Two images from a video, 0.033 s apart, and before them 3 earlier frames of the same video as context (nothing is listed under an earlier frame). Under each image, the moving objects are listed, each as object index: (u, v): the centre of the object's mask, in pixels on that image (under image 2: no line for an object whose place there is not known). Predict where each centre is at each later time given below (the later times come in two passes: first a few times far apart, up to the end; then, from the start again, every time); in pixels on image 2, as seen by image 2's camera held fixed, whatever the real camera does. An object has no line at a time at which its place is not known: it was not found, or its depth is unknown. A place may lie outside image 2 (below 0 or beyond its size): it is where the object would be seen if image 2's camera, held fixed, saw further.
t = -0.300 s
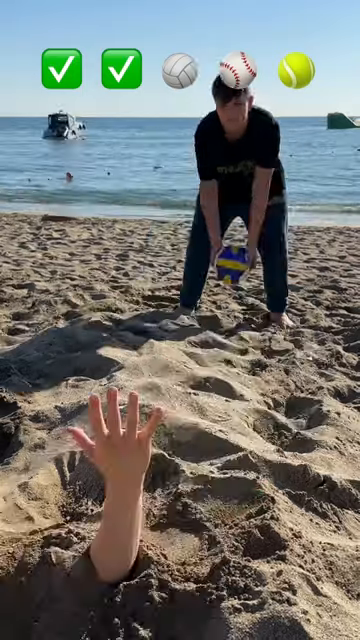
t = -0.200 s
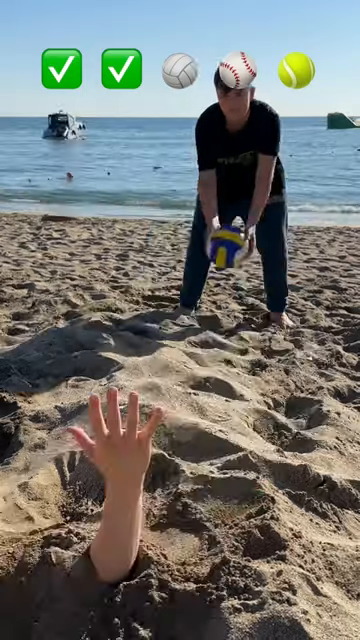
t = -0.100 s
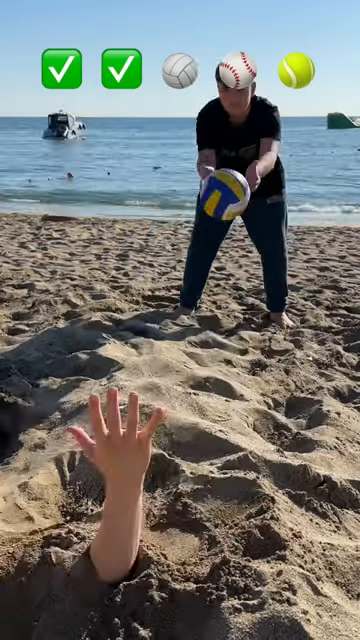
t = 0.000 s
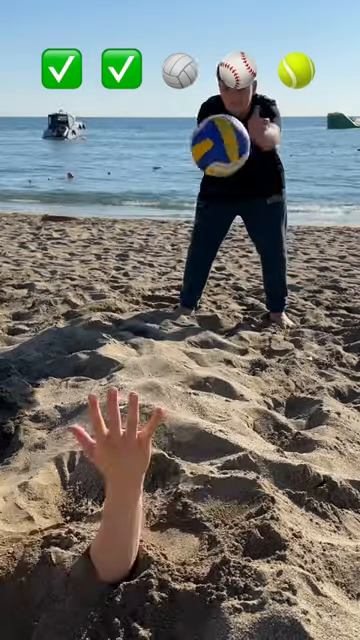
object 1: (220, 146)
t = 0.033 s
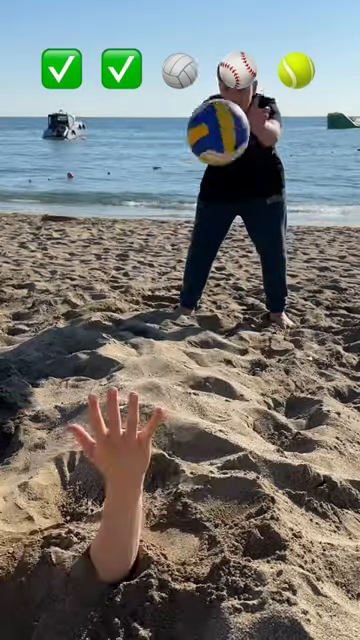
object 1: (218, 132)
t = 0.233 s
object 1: (197, 118)
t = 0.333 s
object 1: (173, 185)
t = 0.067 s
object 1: (216, 121)
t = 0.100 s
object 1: (212, 113)
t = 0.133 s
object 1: (209, 110)
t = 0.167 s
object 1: (206, 109)
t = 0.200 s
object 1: (202, 112)
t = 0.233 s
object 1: (197, 118)
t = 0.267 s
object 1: (190, 131)
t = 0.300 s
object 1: (182, 152)
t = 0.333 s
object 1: (173, 185)
